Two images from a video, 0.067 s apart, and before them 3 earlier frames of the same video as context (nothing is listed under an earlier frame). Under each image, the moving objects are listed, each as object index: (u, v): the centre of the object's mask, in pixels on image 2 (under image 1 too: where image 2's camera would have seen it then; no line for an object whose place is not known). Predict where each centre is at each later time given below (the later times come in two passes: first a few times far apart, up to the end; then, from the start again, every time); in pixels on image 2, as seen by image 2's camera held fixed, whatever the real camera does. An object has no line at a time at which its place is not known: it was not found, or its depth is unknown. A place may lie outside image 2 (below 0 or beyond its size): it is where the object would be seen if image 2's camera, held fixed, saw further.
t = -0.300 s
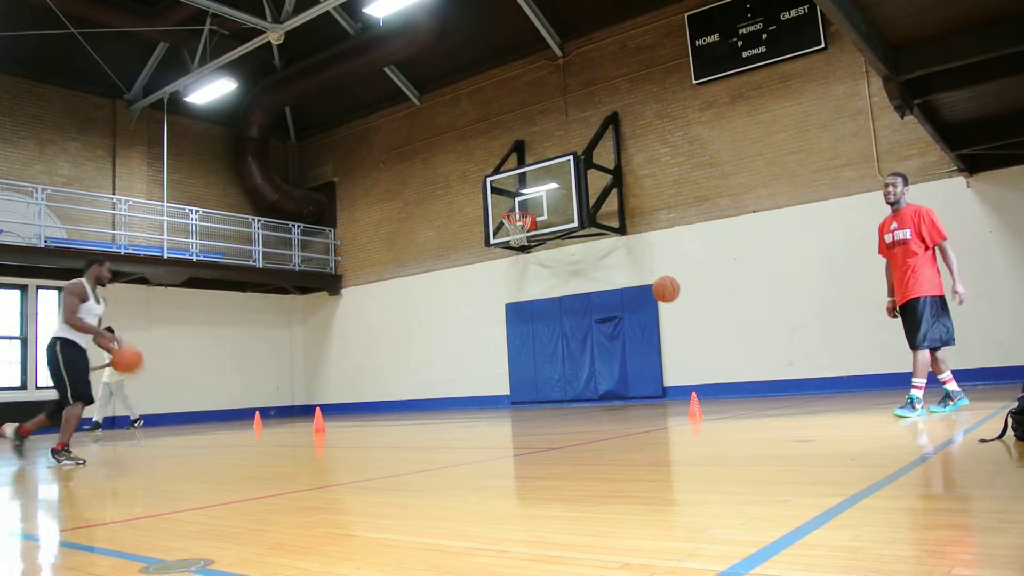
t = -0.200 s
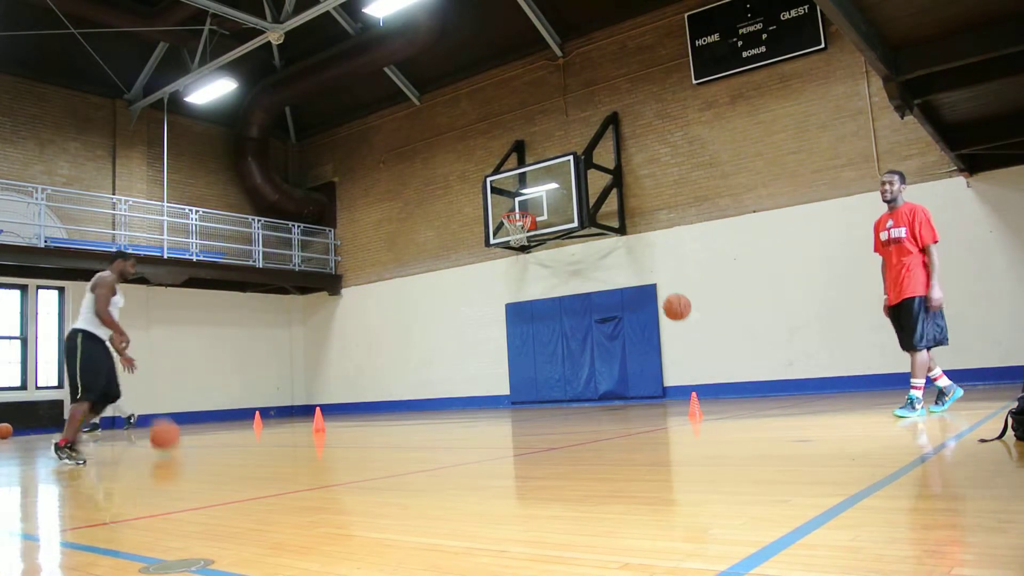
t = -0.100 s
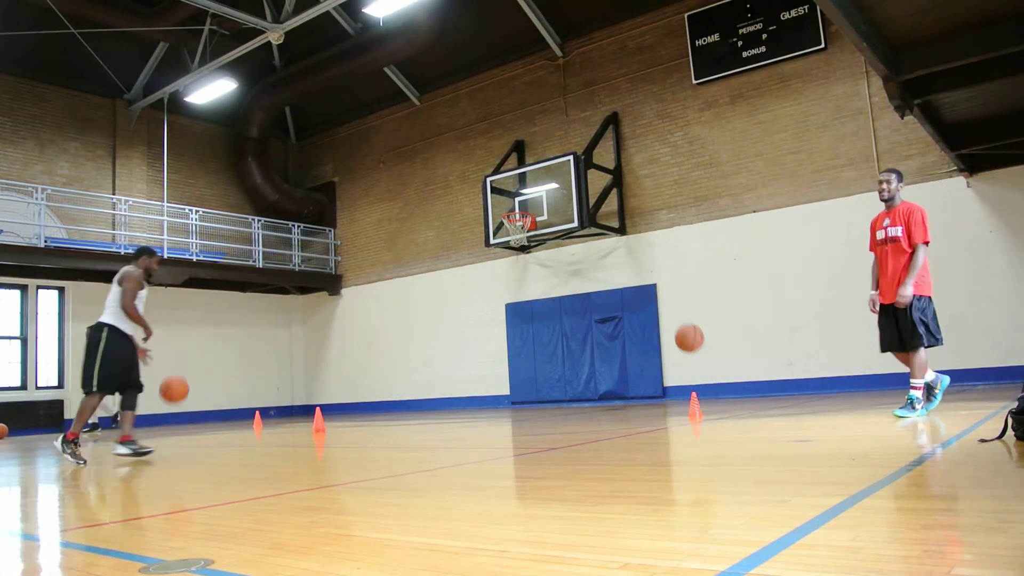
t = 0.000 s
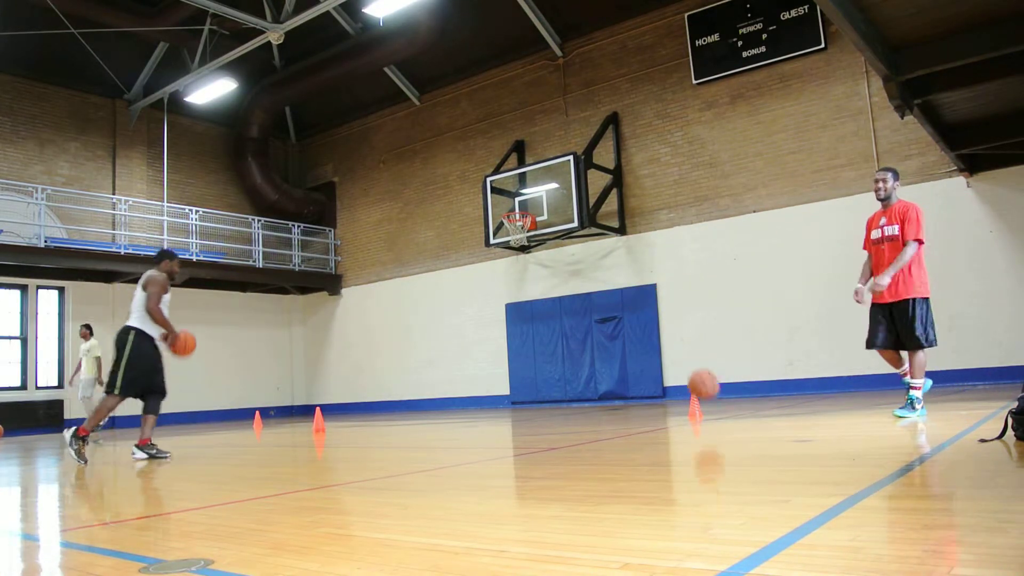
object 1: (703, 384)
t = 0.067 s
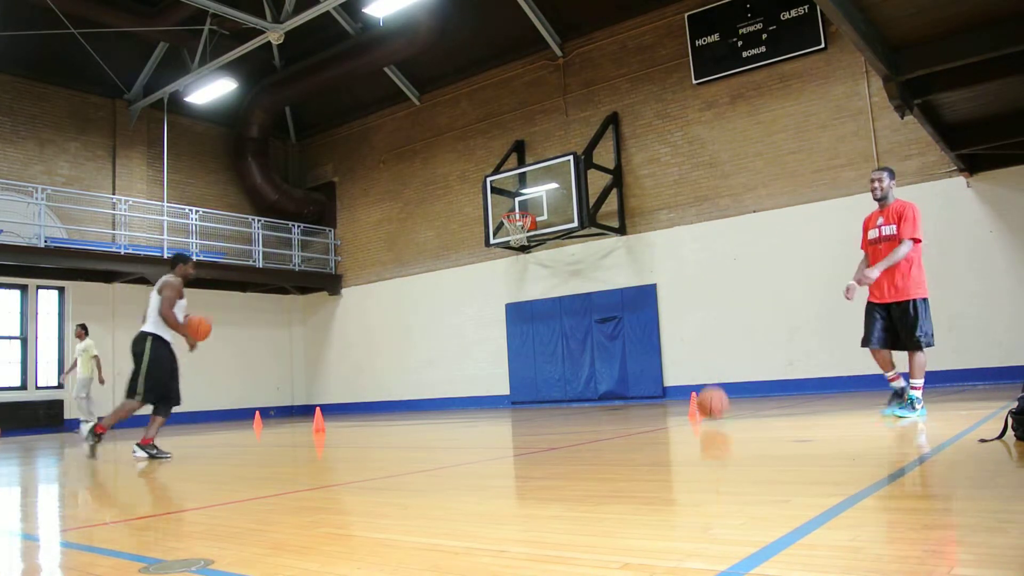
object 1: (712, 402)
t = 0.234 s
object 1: (726, 337)
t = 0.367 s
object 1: (741, 308)
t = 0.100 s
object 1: (715, 389)
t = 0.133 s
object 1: (718, 375)
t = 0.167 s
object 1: (720, 360)
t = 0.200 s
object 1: (723, 348)
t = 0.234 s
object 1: (726, 337)
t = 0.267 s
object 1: (730, 328)
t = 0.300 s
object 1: (733, 320)
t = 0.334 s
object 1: (737, 314)
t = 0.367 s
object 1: (741, 308)
